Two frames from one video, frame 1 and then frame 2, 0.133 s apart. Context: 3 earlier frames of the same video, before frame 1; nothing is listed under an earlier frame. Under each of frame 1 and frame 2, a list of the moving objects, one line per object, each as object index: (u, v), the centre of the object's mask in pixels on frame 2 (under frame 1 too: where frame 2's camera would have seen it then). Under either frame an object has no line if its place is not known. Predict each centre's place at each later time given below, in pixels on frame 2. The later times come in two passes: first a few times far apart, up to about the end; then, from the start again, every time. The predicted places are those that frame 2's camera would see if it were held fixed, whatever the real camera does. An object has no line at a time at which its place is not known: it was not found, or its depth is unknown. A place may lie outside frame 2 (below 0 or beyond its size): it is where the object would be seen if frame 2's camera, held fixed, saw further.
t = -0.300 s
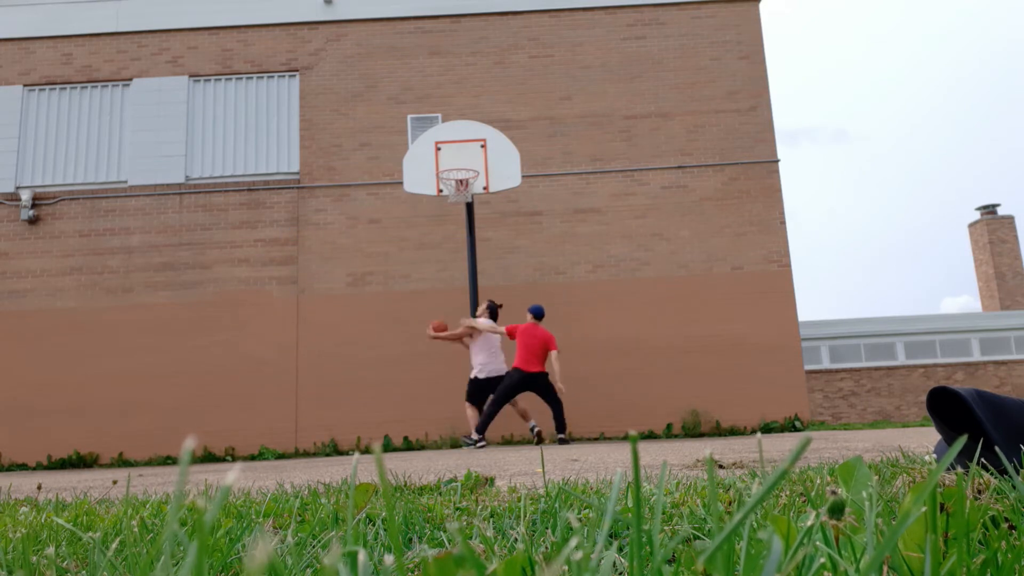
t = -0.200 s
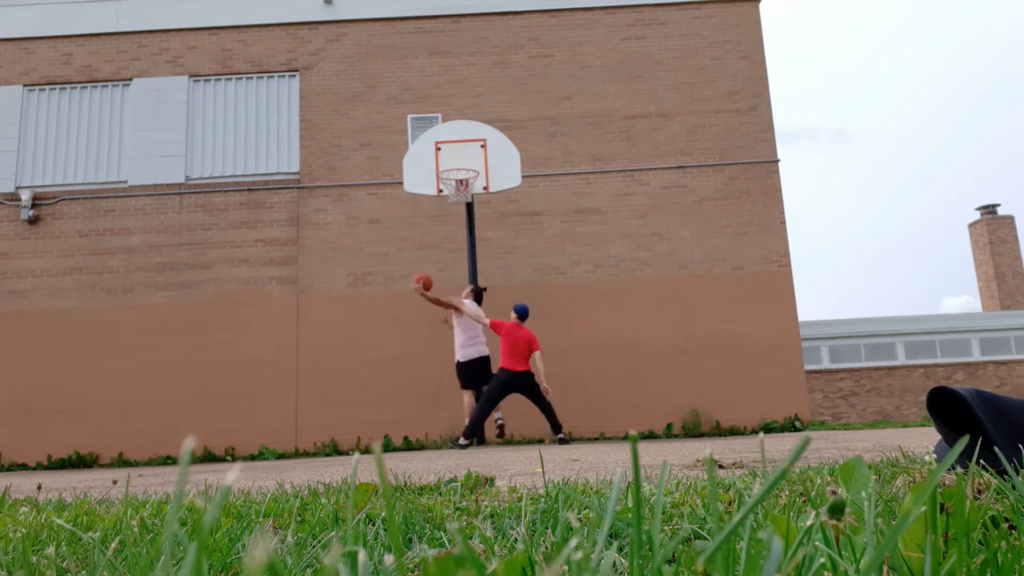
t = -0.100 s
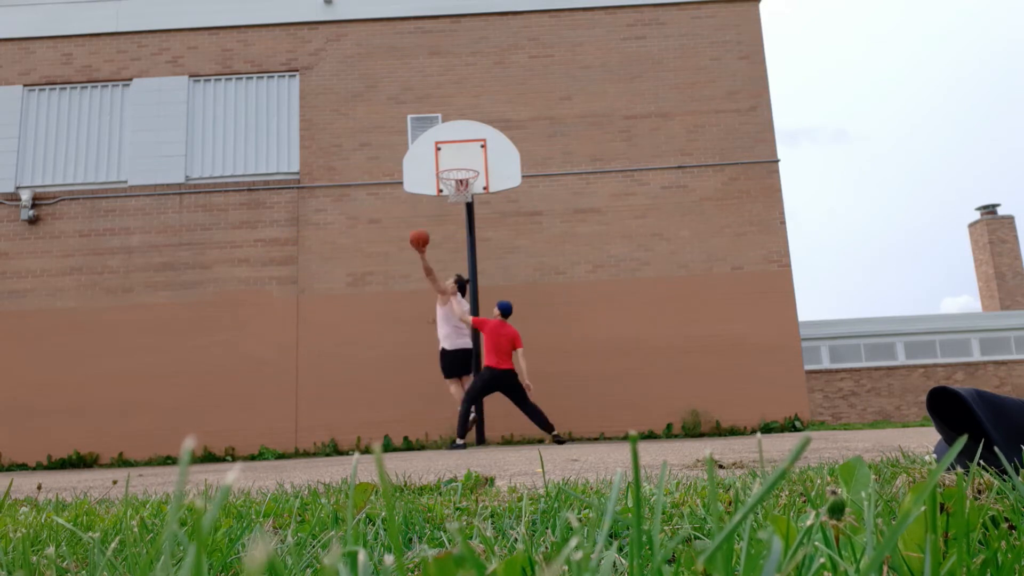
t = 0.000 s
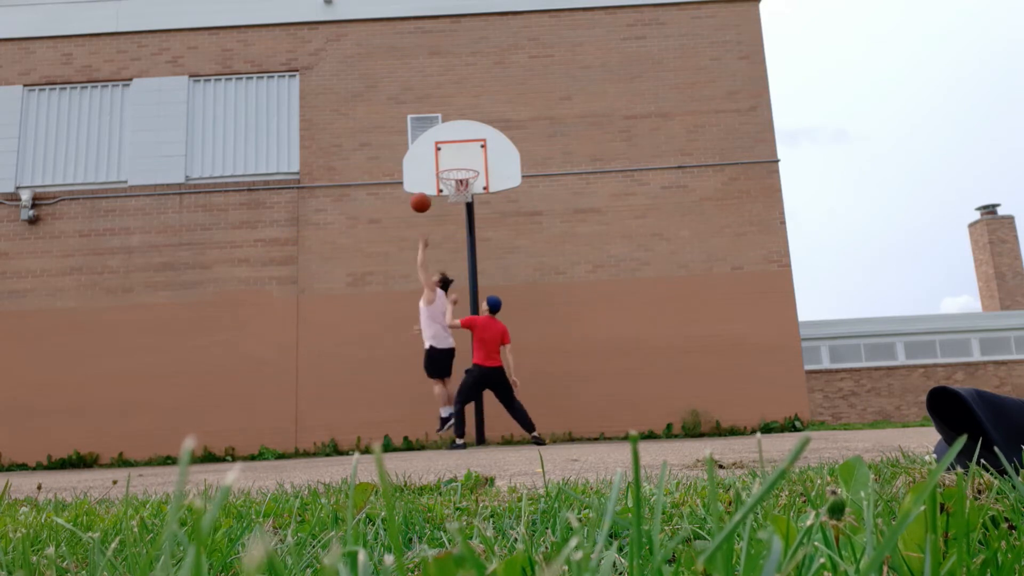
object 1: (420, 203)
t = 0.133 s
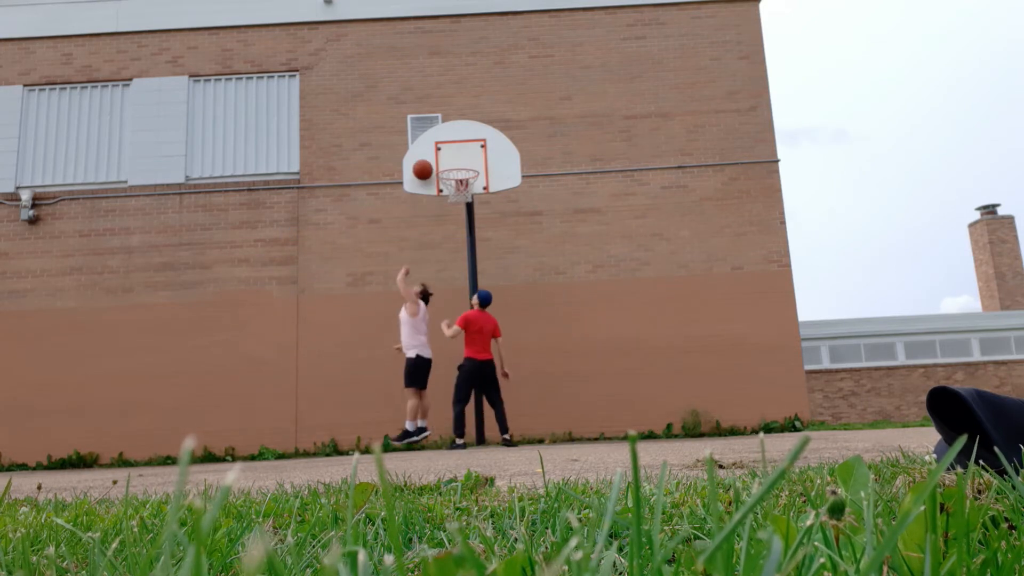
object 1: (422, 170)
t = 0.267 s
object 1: (425, 152)
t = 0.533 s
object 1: (433, 162)
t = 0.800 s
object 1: (428, 167)
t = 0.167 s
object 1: (423, 164)
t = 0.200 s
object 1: (423, 159)
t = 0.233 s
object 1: (424, 155)
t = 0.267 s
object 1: (425, 152)
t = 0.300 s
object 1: (426, 150)
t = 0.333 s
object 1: (427, 149)
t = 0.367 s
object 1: (428, 149)
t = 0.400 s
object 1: (429, 150)
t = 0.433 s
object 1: (430, 151)
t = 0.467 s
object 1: (431, 154)
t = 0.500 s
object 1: (431, 157)
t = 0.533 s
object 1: (433, 162)
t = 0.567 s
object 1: (433, 165)
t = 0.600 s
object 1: (433, 163)
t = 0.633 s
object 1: (432, 161)
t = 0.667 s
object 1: (431, 160)
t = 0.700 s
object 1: (430, 161)
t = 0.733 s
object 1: (429, 162)
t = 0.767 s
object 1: (428, 164)
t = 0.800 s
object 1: (428, 167)
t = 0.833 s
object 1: (427, 171)
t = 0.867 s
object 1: (427, 176)
